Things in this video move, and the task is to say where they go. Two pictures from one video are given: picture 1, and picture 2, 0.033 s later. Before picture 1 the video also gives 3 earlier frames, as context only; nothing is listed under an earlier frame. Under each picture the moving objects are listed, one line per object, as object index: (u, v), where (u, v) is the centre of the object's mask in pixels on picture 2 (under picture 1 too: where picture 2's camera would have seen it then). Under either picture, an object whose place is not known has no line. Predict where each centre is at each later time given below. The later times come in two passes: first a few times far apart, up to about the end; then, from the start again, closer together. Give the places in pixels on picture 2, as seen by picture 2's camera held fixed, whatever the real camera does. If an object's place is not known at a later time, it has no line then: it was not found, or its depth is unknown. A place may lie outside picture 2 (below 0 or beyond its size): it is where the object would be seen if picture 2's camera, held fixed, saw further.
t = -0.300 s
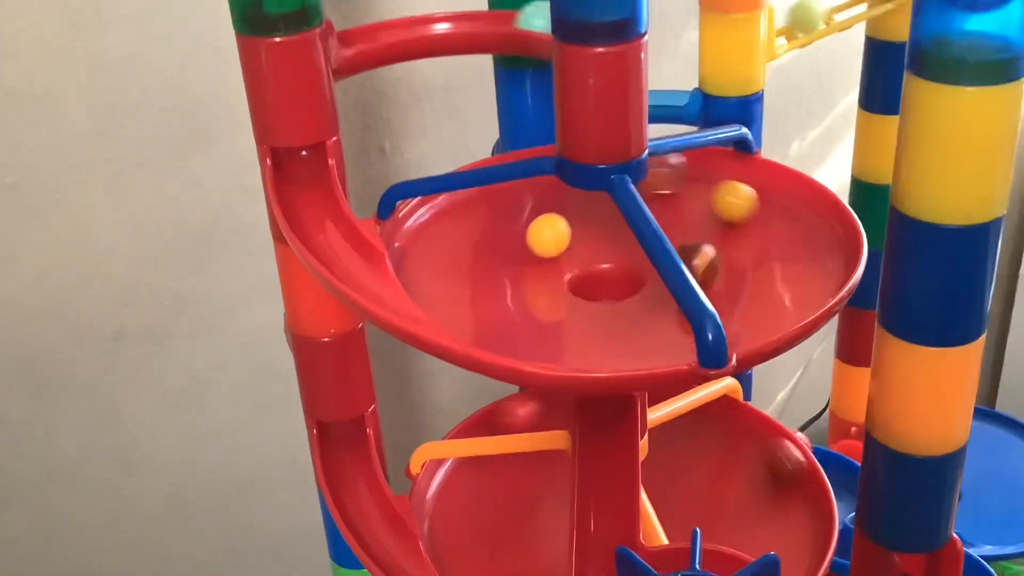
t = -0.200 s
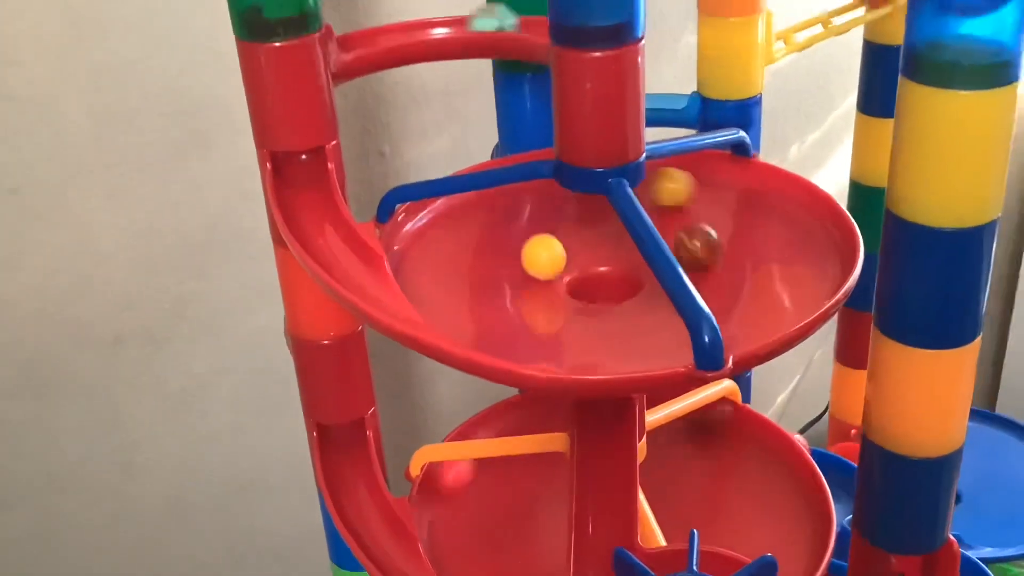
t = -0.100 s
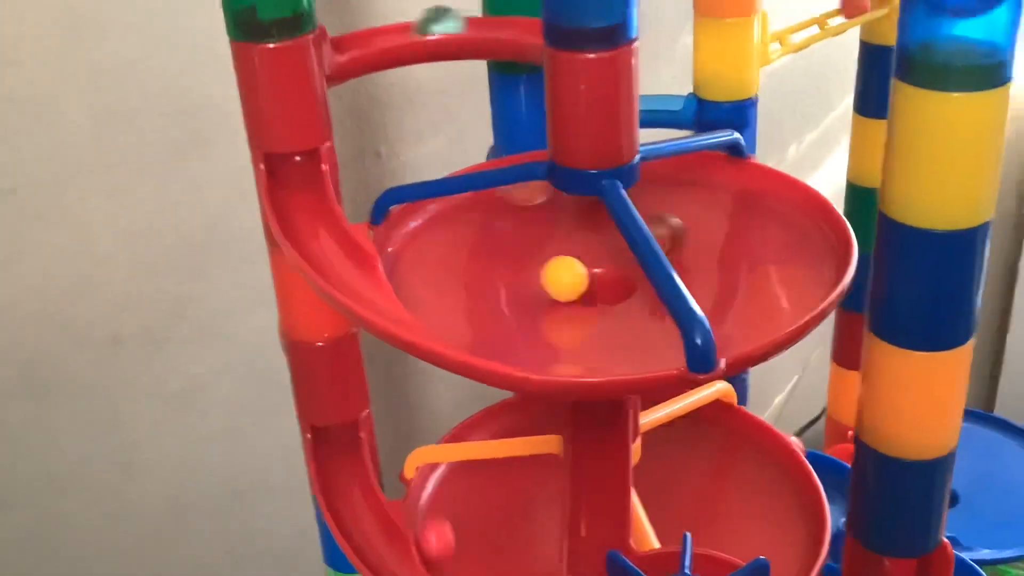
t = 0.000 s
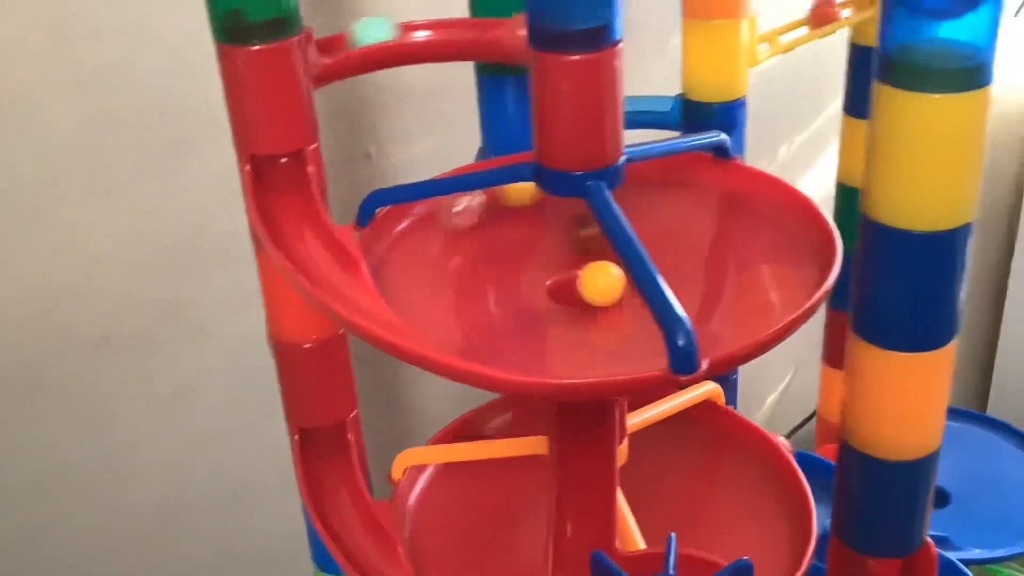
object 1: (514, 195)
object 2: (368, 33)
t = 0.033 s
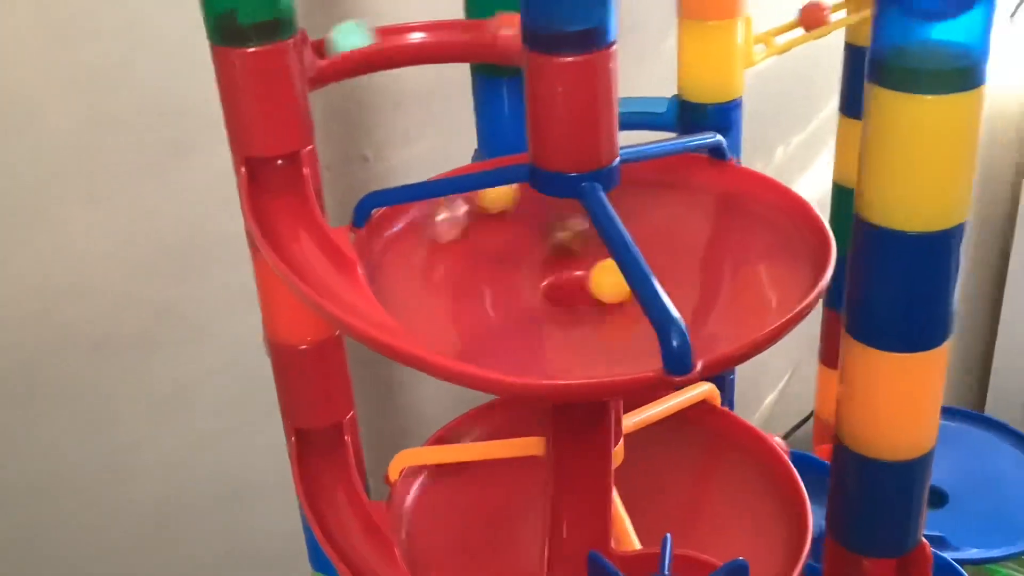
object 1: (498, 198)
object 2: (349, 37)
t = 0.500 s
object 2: (275, 174)
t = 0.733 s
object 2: (312, 255)
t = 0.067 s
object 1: (479, 202)
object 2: (334, 42)
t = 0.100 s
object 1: (463, 207)
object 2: (326, 44)
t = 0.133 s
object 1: (449, 212)
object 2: (319, 49)
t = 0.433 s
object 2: (275, 171)
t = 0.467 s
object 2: (277, 173)
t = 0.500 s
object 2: (275, 174)
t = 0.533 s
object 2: (276, 176)
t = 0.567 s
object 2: (274, 179)
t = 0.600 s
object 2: (274, 187)
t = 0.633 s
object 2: (278, 201)
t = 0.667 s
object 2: (284, 219)
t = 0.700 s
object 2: (296, 236)
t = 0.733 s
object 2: (312, 255)
